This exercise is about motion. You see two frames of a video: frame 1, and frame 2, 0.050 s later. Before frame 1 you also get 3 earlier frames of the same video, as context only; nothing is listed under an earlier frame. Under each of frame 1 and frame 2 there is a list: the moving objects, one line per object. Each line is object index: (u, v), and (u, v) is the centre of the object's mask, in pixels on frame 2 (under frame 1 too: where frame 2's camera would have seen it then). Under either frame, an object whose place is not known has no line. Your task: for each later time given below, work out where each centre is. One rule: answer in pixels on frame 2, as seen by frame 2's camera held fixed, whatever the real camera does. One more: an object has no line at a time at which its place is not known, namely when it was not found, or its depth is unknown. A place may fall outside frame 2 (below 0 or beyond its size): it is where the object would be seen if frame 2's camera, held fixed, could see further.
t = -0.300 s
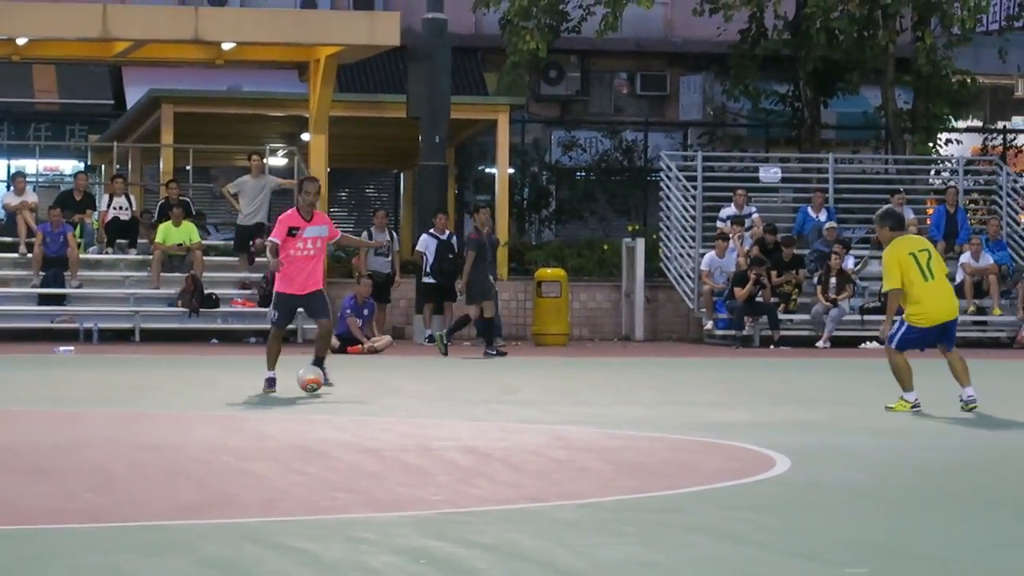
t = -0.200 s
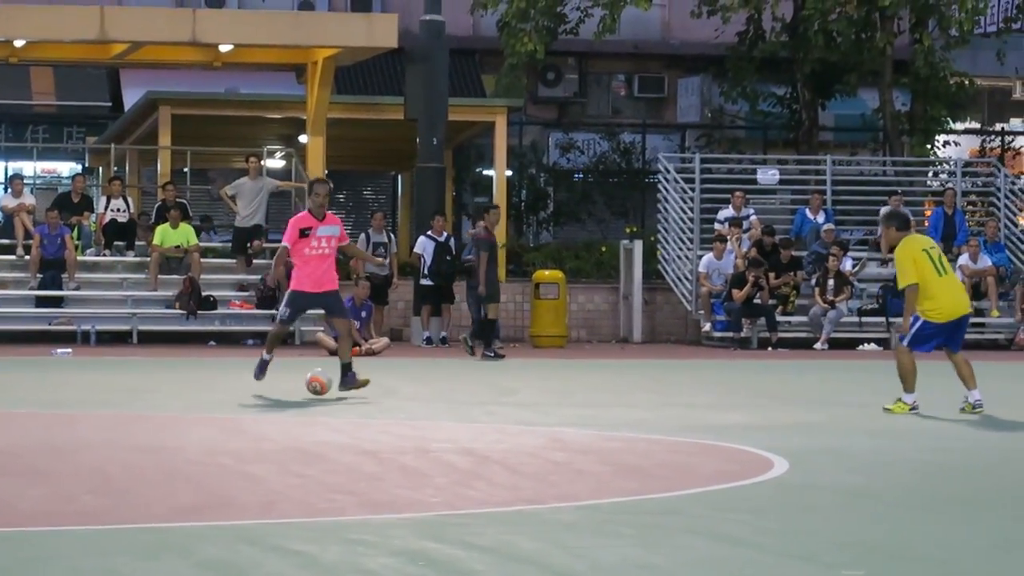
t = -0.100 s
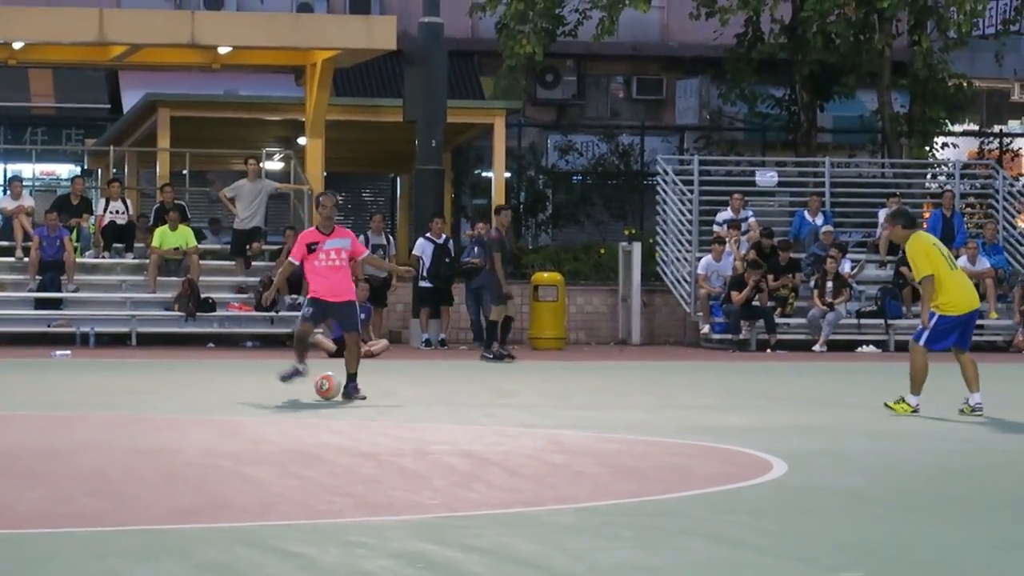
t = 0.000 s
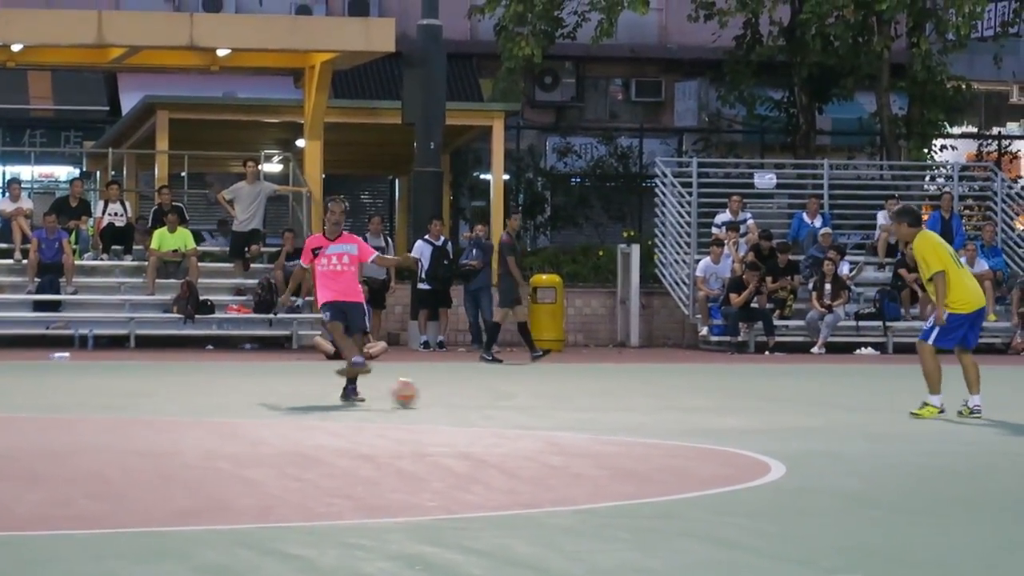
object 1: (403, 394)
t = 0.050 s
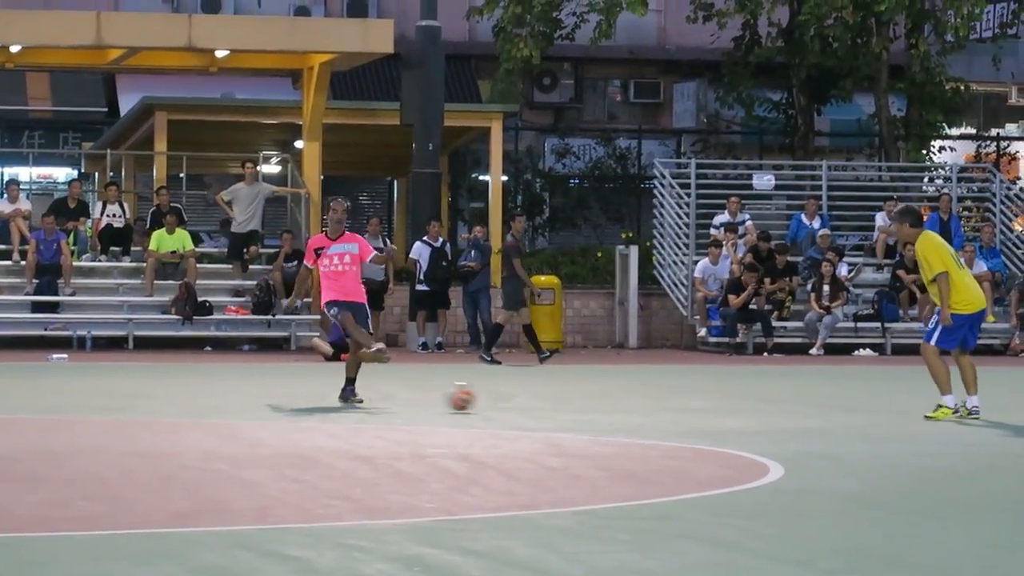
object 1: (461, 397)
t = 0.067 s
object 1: (480, 398)
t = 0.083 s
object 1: (500, 400)
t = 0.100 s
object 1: (519, 401)
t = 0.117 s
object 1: (539, 402)
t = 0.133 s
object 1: (557, 402)
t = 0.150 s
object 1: (577, 403)
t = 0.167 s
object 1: (596, 404)
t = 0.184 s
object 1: (616, 406)
